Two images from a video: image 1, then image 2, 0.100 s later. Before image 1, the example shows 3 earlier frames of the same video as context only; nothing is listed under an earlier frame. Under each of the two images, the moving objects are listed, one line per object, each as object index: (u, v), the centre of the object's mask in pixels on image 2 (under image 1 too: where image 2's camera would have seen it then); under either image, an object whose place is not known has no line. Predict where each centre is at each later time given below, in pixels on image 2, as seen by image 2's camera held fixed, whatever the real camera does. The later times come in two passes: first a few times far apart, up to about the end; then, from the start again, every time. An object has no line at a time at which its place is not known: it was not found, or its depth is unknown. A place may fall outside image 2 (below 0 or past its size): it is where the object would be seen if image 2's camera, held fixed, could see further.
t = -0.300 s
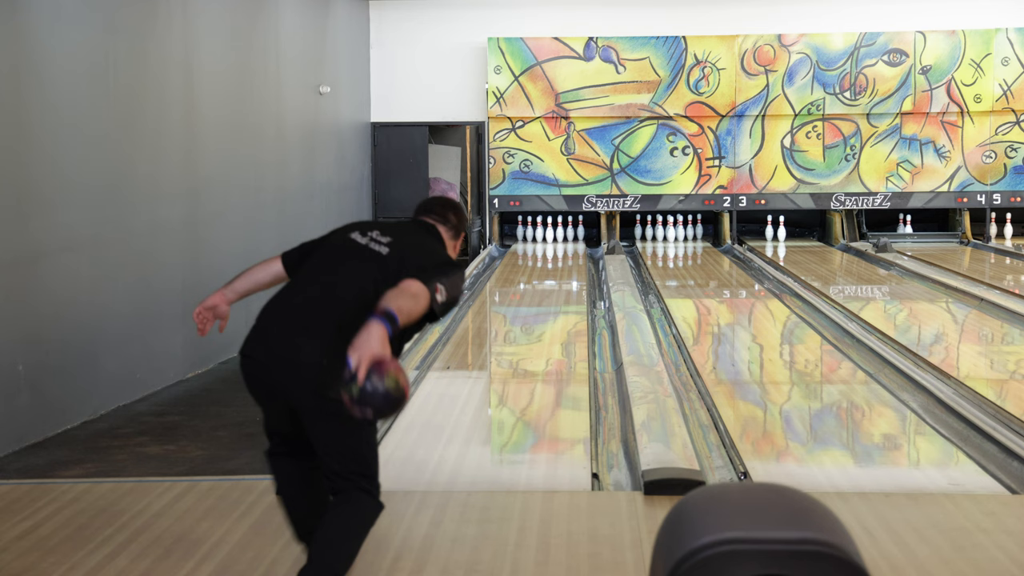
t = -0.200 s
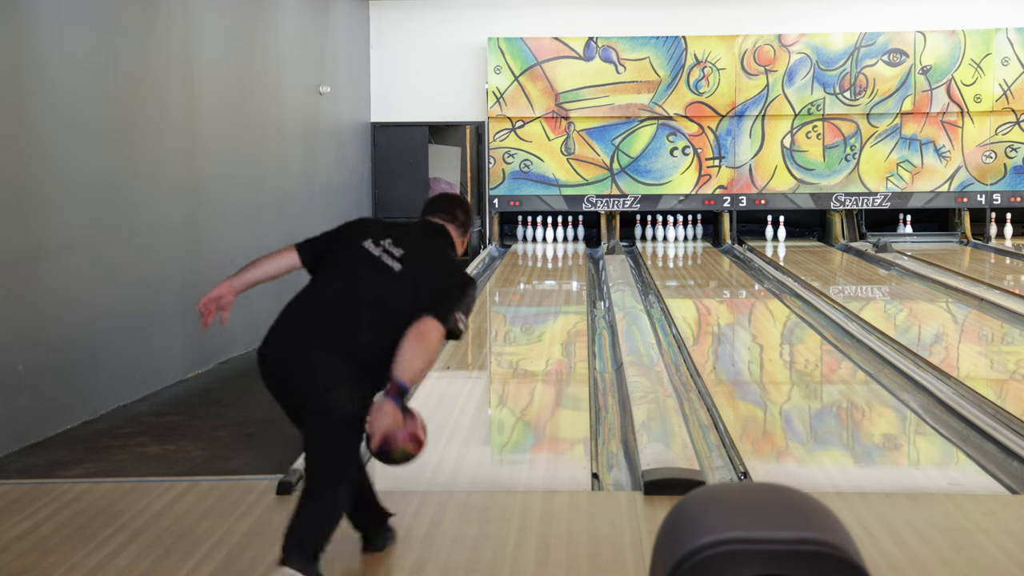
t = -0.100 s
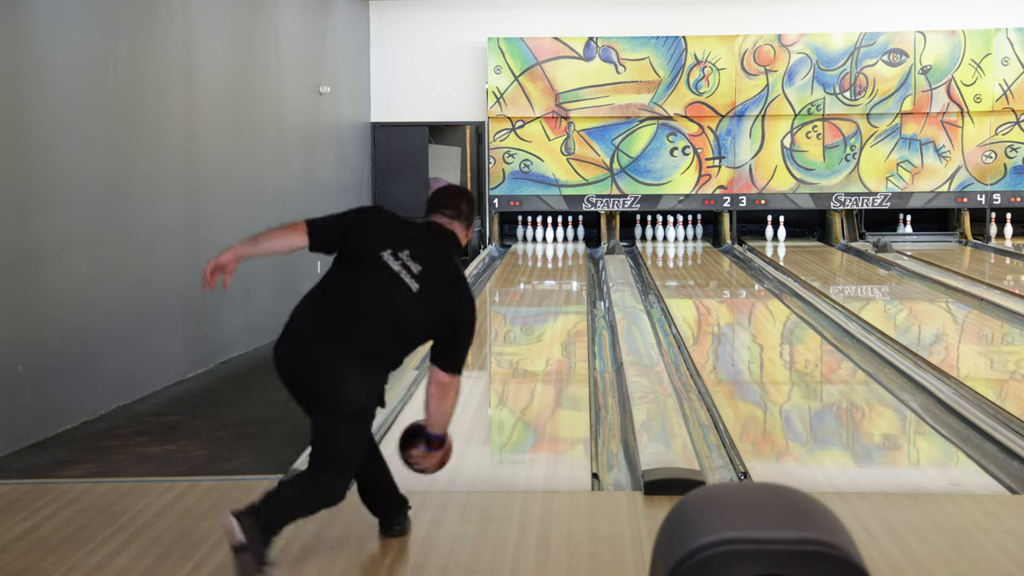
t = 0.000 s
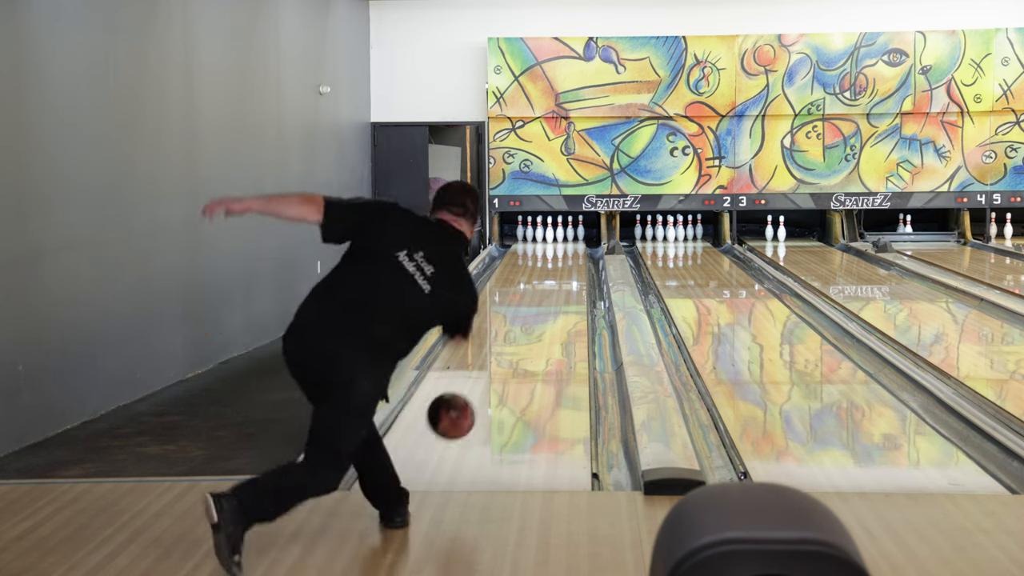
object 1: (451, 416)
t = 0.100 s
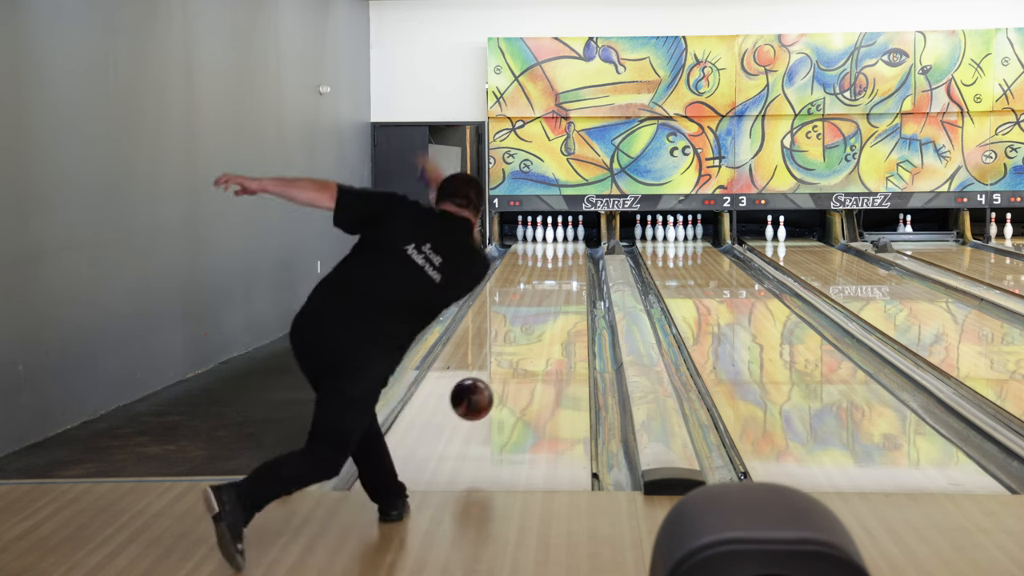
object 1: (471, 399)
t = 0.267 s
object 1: (498, 388)
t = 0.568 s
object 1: (529, 341)
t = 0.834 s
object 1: (547, 310)
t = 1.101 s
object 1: (559, 288)
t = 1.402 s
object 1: (567, 270)
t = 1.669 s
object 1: (571, 256)
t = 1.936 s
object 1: (566, 246)
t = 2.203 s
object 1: (553, 237)
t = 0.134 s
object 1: (478, 398)
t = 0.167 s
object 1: (484, 399)
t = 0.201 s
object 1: (489, 403)
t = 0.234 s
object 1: (494, 397)
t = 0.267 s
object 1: (498, 388)
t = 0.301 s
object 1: (503, 381)
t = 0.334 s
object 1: (506, 376)
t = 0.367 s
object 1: (510, 373)
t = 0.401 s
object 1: (514, 366)
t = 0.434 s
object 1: (517, 361)
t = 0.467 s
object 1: (521, 356)
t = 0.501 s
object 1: (524, 351)
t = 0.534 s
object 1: (527, 346)
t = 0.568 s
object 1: (529, 341)
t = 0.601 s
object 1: (532, 337)
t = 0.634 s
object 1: (534, 333)
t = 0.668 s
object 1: (536, 328)
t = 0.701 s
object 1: (539, 325)
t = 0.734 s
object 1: (541, 321)
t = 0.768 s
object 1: (543, 317)
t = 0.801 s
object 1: (545, 314)
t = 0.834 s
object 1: (547, 310)
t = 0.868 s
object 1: (549, 307)
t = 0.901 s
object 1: (550, 304)
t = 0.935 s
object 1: (552, 301)
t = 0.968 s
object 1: (553, 298)
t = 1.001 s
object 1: (554, 295)
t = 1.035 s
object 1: (555, 293)
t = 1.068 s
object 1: (557, 290)
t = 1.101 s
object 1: (559, 288)
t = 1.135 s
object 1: (560, 286)
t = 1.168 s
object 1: (561, 284)
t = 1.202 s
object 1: (562, 281)
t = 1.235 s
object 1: (563, 279)
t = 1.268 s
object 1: (564, 277)
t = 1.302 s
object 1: (565, 275)
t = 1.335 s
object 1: (566, 273)
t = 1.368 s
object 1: (567, 271)
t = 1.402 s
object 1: (567, 270)
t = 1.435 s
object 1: (568, 268)
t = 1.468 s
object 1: (569, 265)
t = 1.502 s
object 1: (569, 264)
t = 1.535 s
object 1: (570, 262)
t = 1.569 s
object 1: (570, 260)
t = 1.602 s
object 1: (571, 259)
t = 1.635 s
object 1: (571, 258)
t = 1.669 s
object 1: (571, 256)
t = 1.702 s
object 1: (570, 255)
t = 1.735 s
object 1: (570, 253)
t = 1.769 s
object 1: (570, 252)
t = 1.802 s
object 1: (569, 251)
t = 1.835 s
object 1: (569, 249)
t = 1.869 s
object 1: (567, 248)
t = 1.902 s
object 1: (567, 247)
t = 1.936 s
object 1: (566, 246)
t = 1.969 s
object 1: (564, 244)
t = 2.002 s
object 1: (564, 243)
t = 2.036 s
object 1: (562, 242)
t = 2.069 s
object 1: (560, 242)
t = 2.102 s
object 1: (559, 241)
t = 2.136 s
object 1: (557, 240)
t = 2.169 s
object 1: (555, 238)
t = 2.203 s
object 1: (553, 237)
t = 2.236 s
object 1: (551, 237)
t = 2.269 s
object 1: (549, 236)
